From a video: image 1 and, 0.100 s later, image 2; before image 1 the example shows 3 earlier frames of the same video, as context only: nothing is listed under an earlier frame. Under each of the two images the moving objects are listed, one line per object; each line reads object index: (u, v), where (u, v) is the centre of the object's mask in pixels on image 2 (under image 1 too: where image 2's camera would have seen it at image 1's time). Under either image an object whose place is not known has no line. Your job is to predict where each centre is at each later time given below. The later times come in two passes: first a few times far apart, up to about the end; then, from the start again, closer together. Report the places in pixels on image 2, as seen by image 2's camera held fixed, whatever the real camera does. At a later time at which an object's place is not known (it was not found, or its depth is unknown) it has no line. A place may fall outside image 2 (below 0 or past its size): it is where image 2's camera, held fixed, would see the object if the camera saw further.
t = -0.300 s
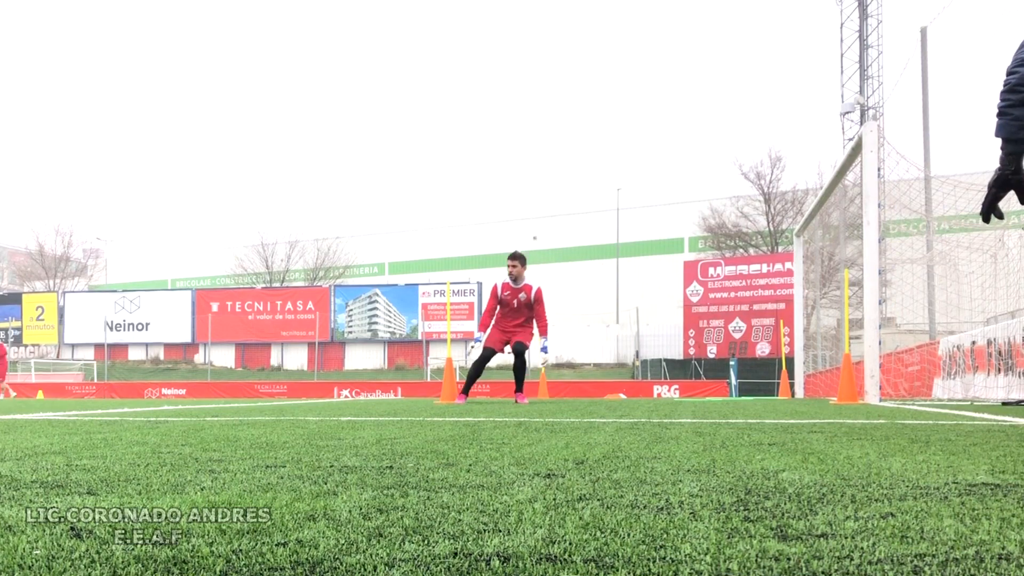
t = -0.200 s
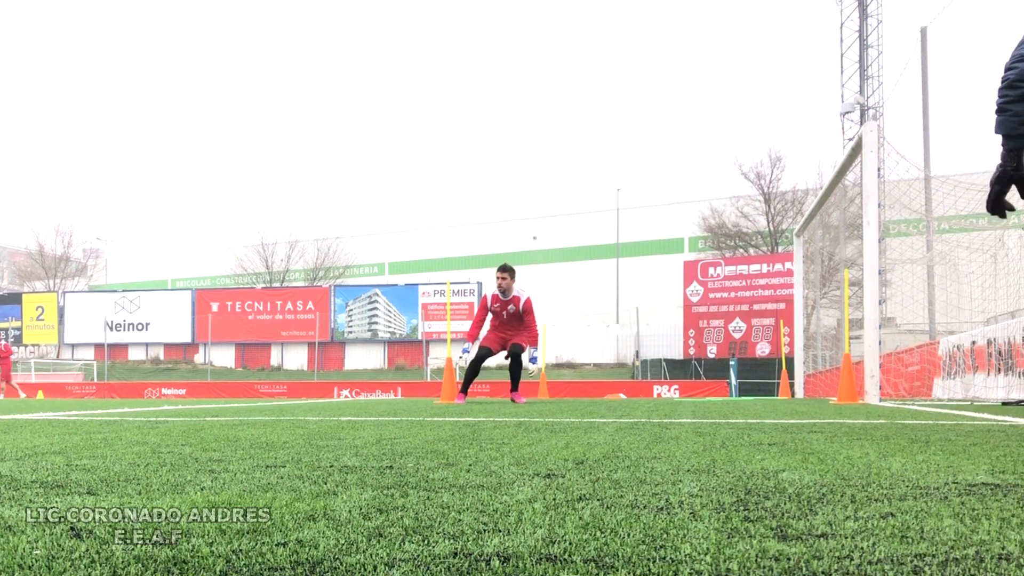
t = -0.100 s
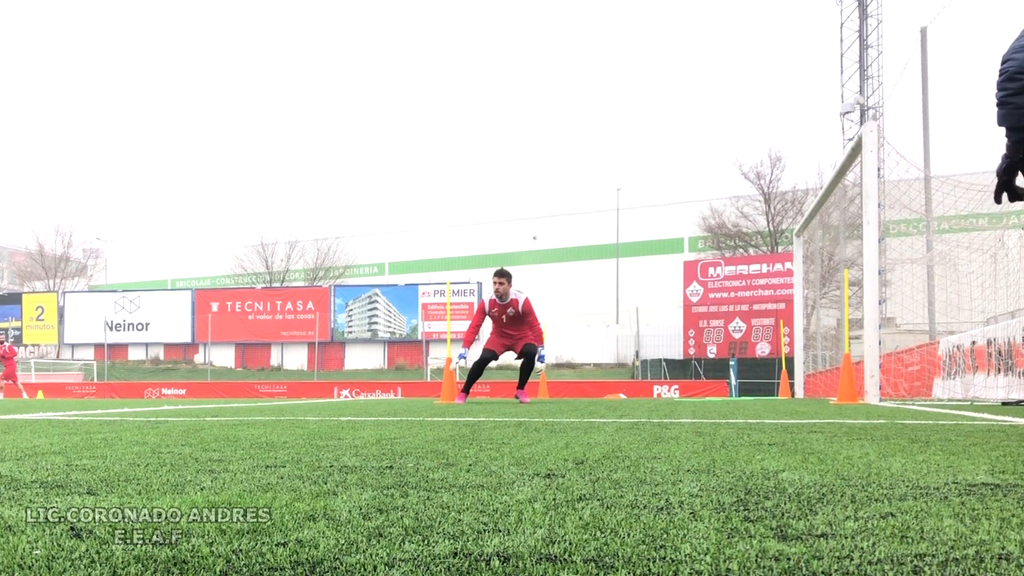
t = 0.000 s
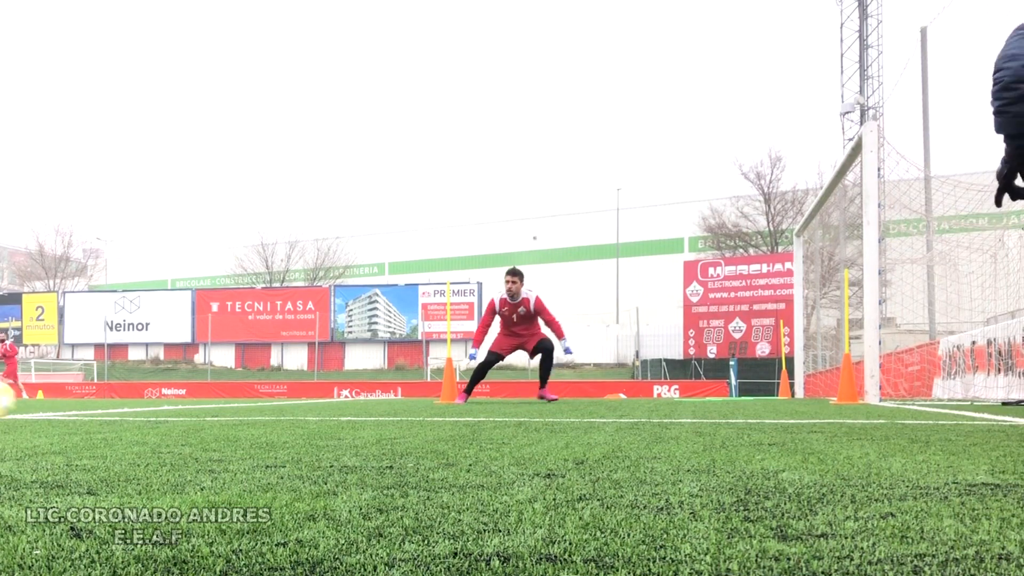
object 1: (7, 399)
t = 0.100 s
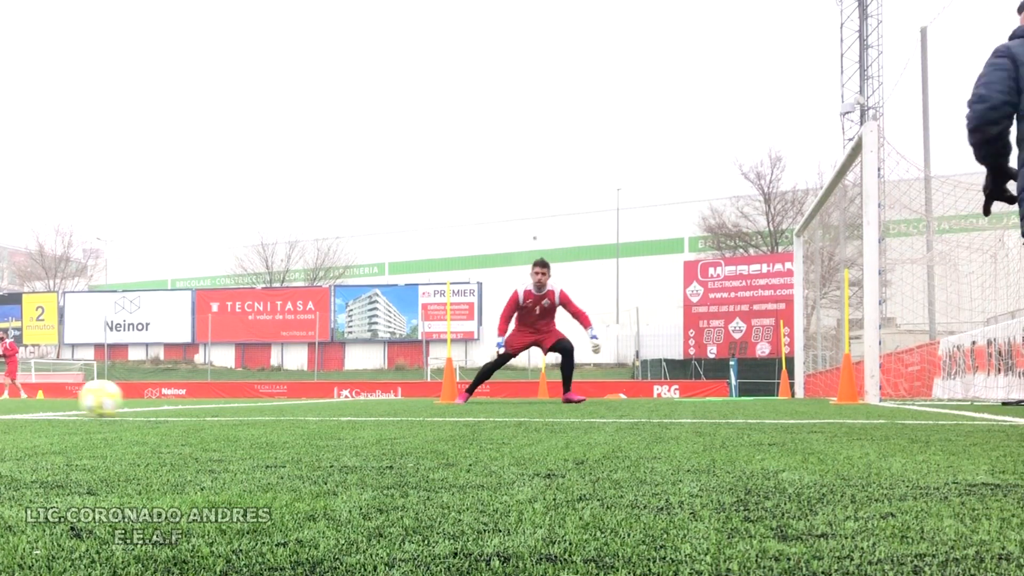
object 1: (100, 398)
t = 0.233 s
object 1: (240, 399)
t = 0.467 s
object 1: (466, 398)
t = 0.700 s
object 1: (682, 399)
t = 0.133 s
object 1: (136, 399)
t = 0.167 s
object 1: (171, 398)
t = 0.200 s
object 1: (205, 398)
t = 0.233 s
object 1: (240, 399)
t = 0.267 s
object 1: (273, 399)
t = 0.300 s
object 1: (306, 397)
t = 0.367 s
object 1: (372, 398)
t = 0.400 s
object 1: (404, 399)
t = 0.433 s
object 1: (434, 398)
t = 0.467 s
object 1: (466, 398)
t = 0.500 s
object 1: (498, 398)
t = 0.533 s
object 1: (529, 399)
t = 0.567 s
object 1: (560, 399)
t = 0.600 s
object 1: (590, 399)
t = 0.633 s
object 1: (621, 398)
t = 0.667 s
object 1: (651, 399)
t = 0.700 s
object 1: (682, 399)
